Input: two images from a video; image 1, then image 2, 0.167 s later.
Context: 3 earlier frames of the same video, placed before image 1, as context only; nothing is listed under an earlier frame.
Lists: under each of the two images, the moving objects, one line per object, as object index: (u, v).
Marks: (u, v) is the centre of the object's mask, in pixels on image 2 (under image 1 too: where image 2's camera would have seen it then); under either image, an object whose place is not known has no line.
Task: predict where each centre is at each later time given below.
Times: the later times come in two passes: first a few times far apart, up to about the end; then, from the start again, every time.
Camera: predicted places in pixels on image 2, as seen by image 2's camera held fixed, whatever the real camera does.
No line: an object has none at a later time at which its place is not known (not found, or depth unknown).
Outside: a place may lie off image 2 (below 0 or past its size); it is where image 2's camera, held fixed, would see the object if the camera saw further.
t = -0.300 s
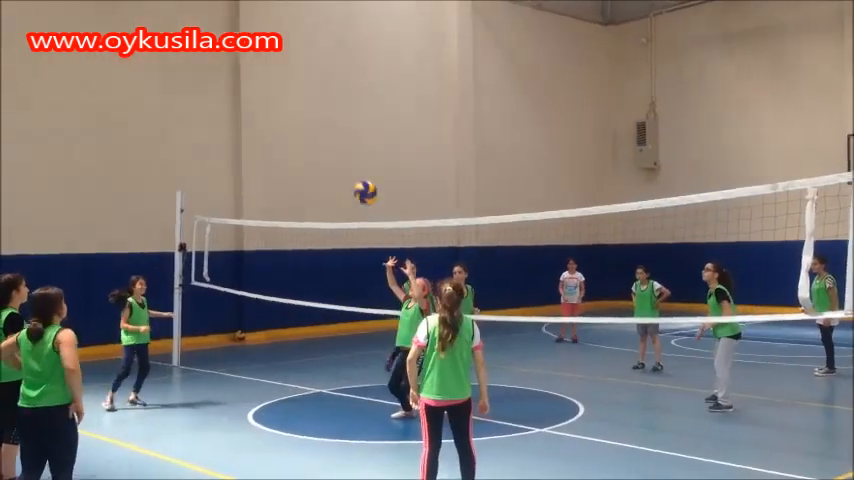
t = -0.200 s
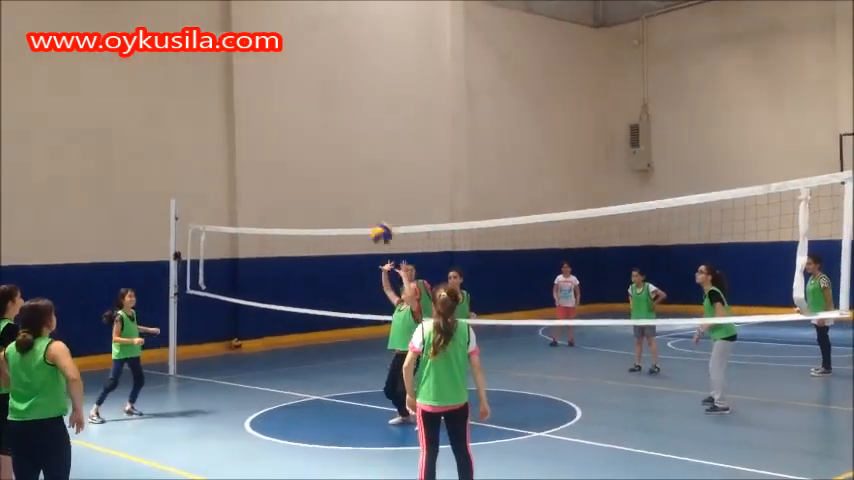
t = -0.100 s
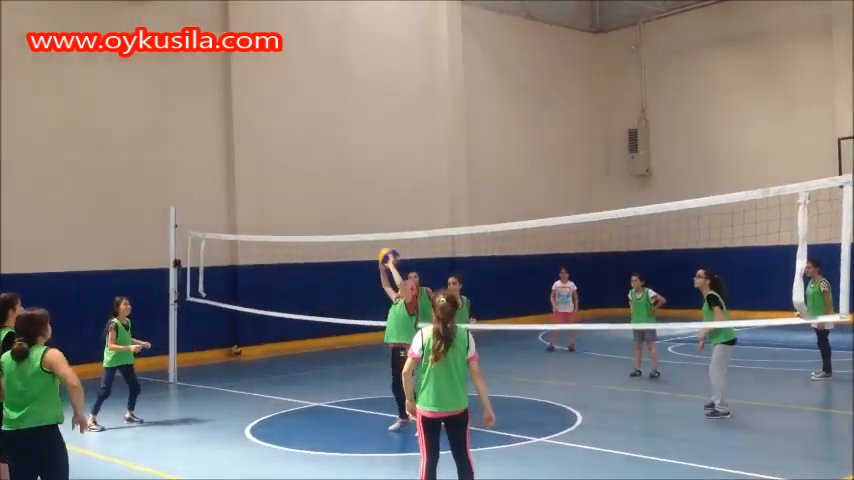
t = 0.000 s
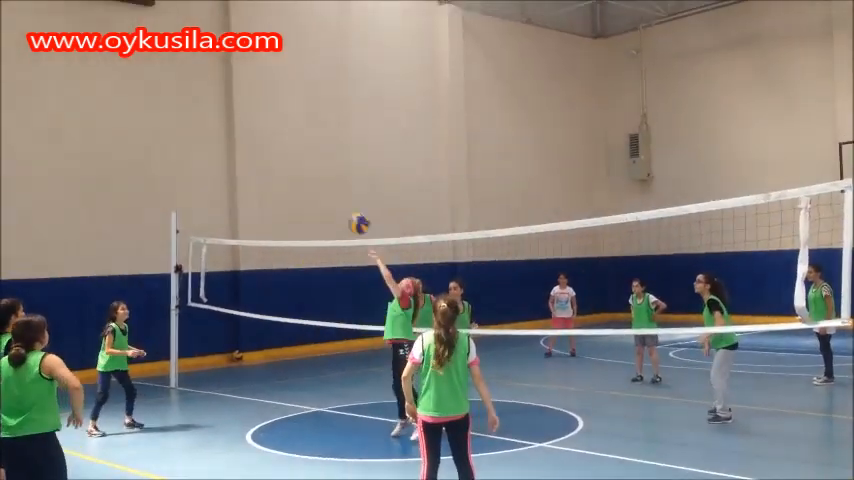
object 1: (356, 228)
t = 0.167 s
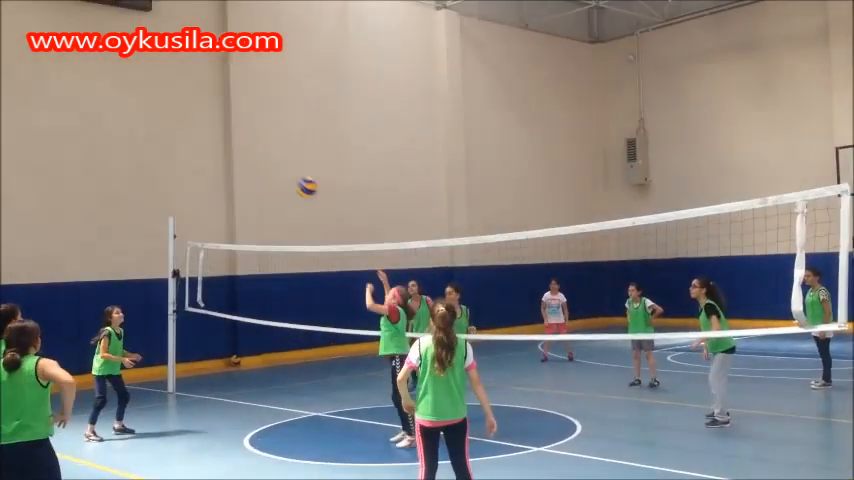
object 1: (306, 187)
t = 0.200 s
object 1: (297, 182)
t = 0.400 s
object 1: (241, 174)
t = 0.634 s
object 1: (183, 209)
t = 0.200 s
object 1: (297, 182)
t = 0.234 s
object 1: (288, 178)
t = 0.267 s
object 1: (278, 176)
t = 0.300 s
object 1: (268, 174)
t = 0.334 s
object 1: (259, 173)
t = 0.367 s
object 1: (250, 173)
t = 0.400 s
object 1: (241, 174)
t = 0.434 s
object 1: (233, 175)
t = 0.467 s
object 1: (224, 179)
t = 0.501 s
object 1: (215, 184)
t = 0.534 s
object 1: (208, 188)
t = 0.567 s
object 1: (200, 194)
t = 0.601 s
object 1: (192, 201)
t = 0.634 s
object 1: (183, 209)
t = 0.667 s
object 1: (176, 217)
